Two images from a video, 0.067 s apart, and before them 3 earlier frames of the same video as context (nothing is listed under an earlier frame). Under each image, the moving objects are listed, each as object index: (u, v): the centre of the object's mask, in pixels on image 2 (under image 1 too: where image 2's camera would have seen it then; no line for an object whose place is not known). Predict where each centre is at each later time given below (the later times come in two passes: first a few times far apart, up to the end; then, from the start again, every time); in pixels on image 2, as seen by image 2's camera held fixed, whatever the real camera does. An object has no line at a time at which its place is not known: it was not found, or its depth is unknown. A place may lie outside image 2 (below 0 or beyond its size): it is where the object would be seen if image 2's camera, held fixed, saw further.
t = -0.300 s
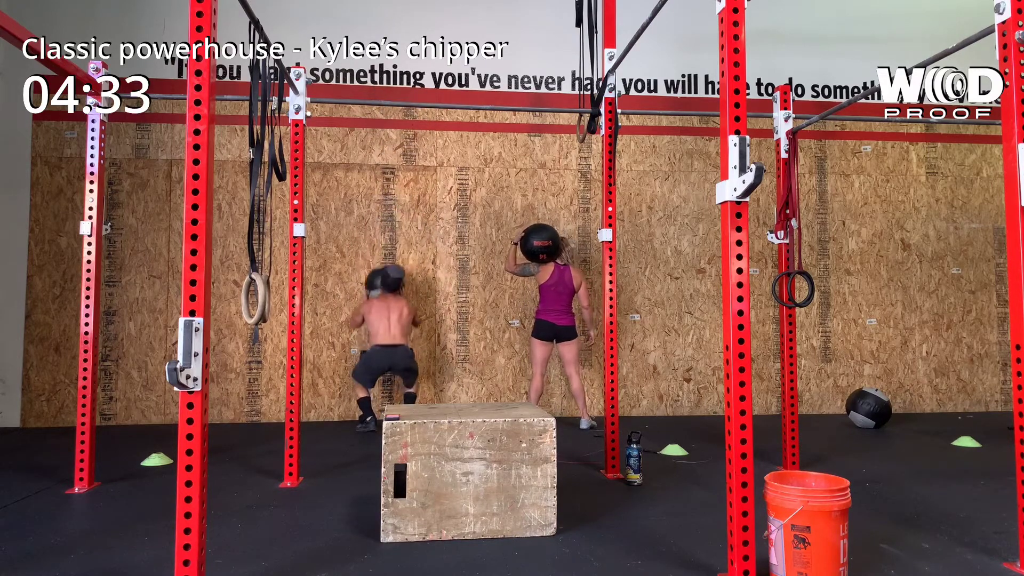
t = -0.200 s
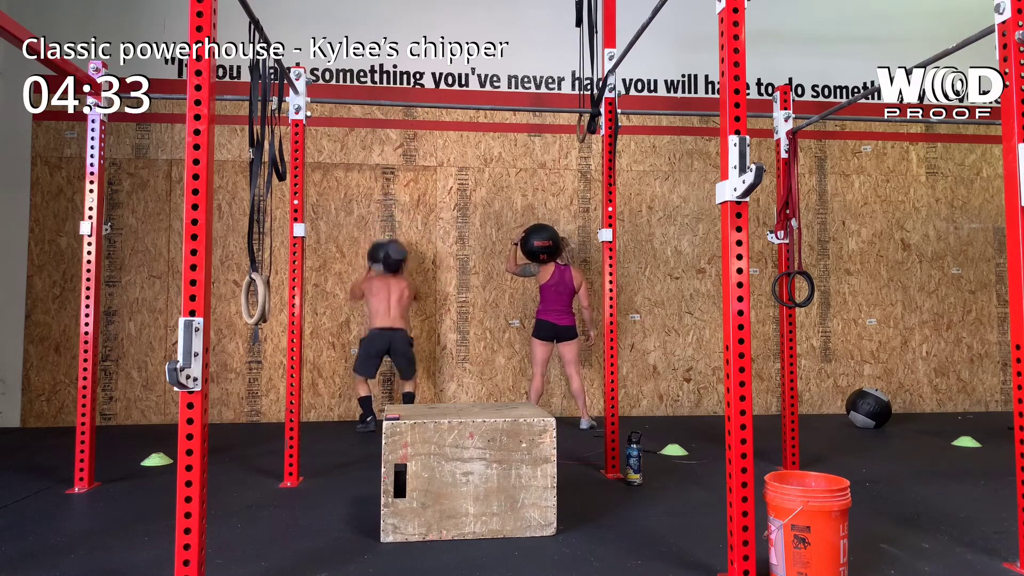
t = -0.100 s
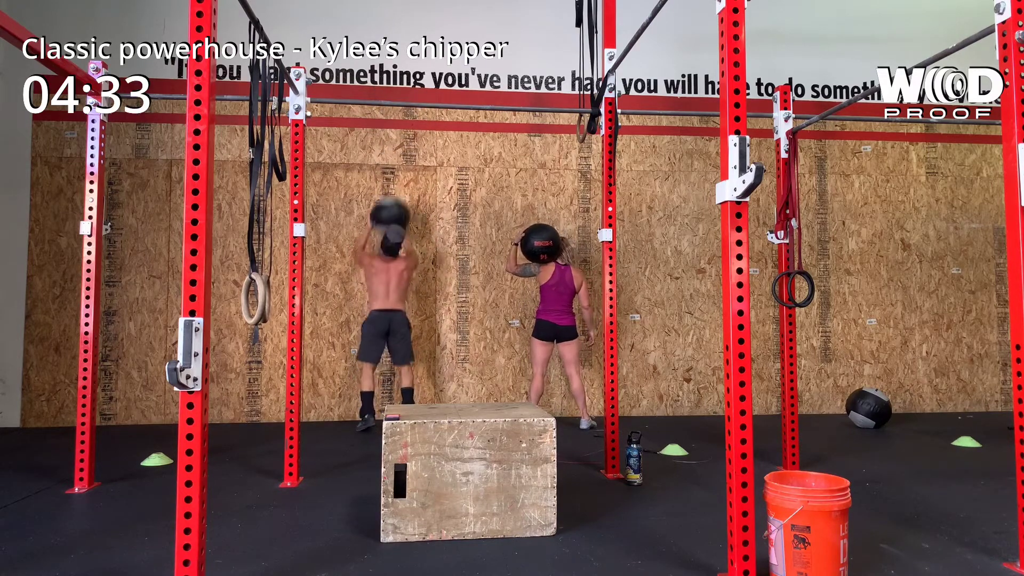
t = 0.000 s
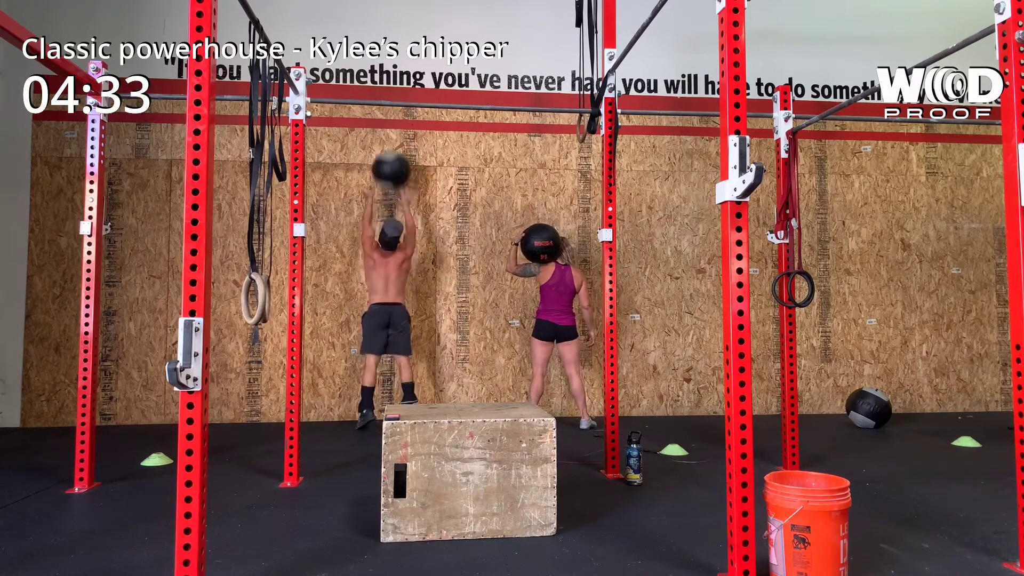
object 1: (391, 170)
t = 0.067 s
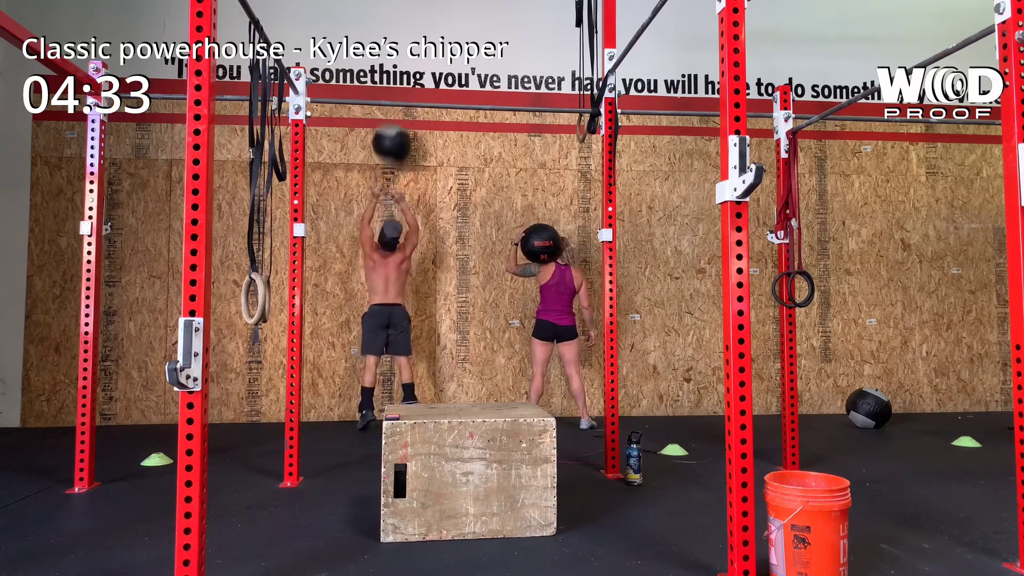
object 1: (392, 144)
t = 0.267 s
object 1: (394, 94)
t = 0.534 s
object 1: (394, 96)
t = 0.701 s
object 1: (395, 137)
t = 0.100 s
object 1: (392, 133)
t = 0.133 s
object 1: (393, 125)
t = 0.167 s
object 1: (393, 114)
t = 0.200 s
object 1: (393, 106)
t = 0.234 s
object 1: (393, 99)
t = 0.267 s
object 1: (394, 94)
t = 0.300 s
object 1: (393, 87)
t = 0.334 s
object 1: (393, 85)
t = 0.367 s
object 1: (394, 84)
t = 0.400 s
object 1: (393, 84)
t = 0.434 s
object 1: (394, 85)
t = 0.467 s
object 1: (394, 86)
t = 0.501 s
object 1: (394, 88)
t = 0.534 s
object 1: (394, 96)
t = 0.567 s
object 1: (395, 101)
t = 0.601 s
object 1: (395, 111)
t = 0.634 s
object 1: (395, 120)
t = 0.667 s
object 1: (395, 127)
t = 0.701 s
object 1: (395, 137)
